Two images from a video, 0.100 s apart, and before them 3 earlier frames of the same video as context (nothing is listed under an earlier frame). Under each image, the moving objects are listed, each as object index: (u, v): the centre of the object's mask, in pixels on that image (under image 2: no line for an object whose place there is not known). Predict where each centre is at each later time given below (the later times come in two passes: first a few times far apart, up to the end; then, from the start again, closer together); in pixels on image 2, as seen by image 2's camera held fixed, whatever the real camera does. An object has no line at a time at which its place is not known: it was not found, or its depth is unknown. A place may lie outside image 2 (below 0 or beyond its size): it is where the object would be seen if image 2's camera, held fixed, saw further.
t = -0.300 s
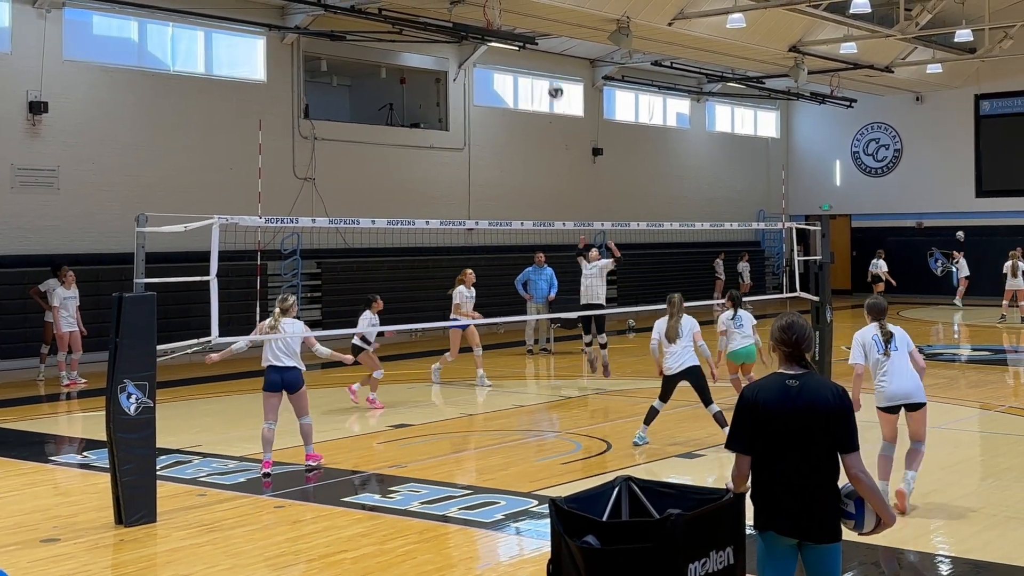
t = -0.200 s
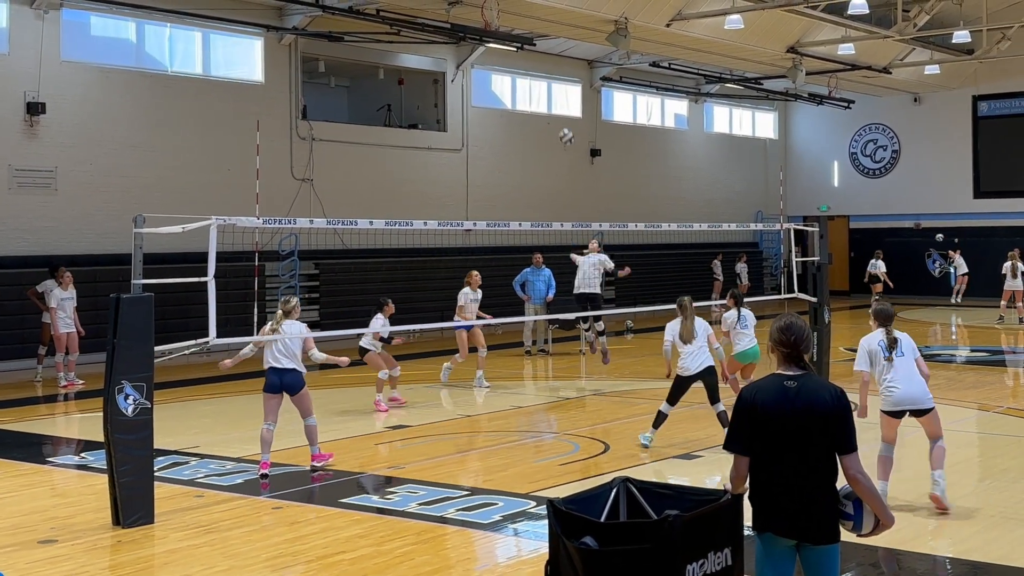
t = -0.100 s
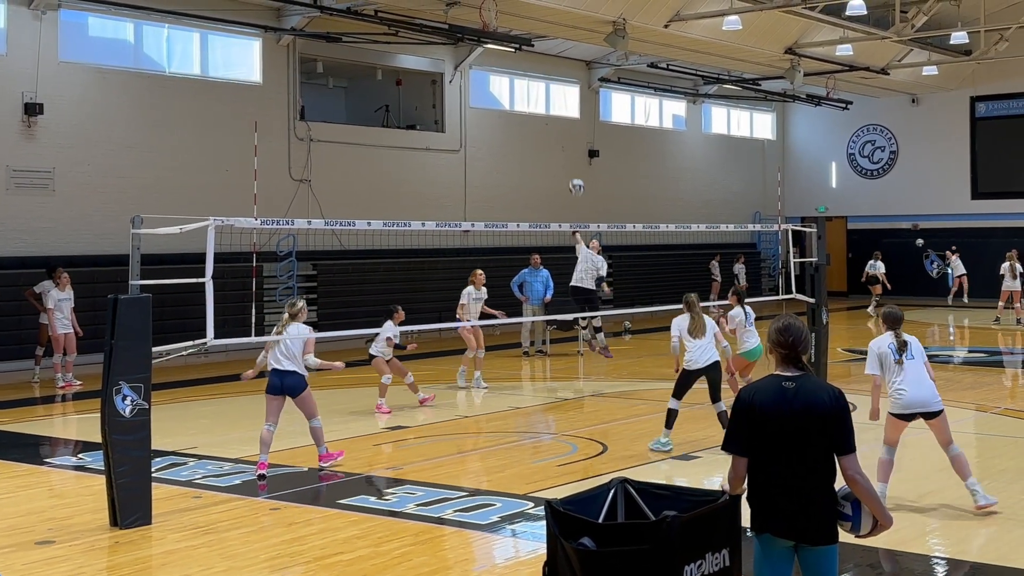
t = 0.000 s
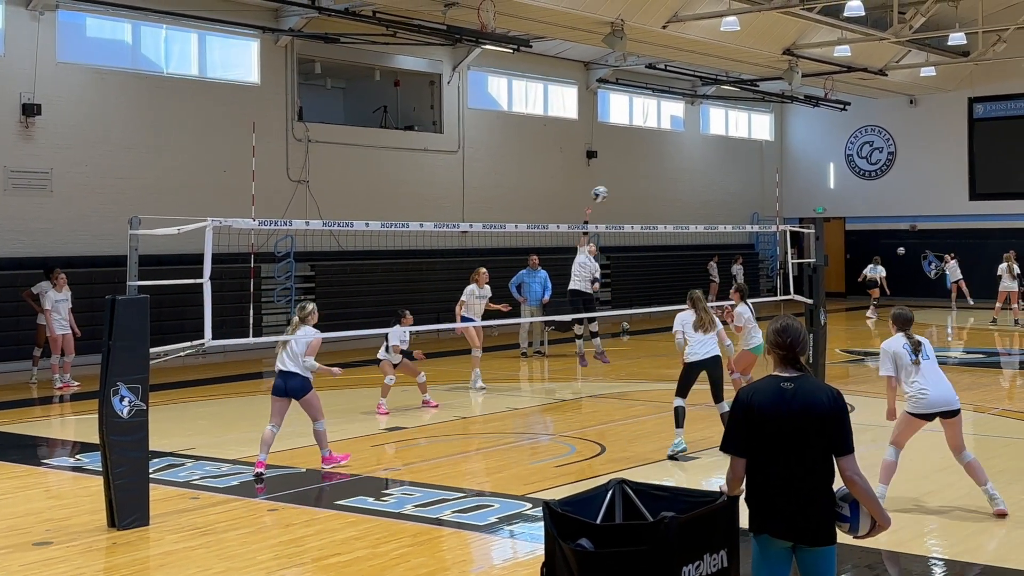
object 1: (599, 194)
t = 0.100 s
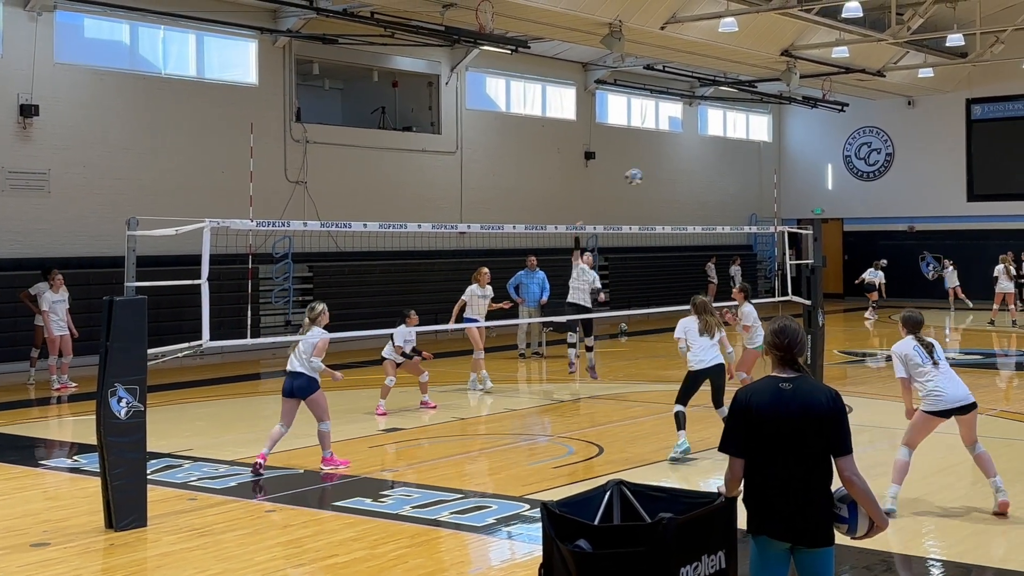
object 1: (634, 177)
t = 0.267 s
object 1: (706, 166)
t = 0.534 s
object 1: (870, 212)
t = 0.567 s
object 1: (897, 226)
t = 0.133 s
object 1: (647, 172)
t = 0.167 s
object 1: (661, 169)
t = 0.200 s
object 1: (675, 167)
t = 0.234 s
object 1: (690, 166)
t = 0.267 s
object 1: (706, 166)
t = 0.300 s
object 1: (722, 166)
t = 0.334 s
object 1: (740, 168)
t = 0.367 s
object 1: (760, 172)
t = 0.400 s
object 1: (778, 177)
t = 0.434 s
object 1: (799, 183)
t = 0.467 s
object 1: (821, 190)
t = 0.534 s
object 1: (870, 212)
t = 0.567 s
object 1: (897, 226)
